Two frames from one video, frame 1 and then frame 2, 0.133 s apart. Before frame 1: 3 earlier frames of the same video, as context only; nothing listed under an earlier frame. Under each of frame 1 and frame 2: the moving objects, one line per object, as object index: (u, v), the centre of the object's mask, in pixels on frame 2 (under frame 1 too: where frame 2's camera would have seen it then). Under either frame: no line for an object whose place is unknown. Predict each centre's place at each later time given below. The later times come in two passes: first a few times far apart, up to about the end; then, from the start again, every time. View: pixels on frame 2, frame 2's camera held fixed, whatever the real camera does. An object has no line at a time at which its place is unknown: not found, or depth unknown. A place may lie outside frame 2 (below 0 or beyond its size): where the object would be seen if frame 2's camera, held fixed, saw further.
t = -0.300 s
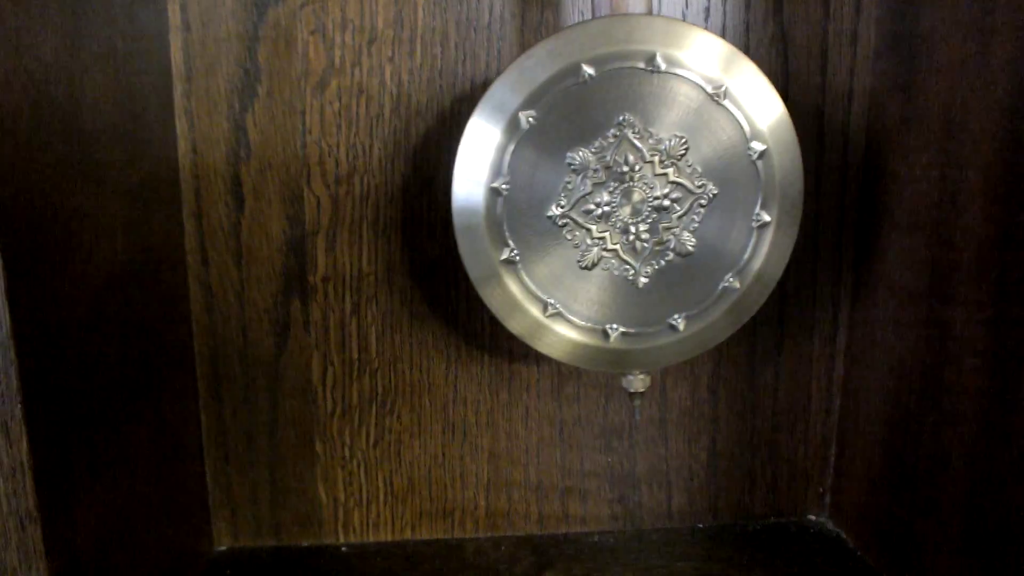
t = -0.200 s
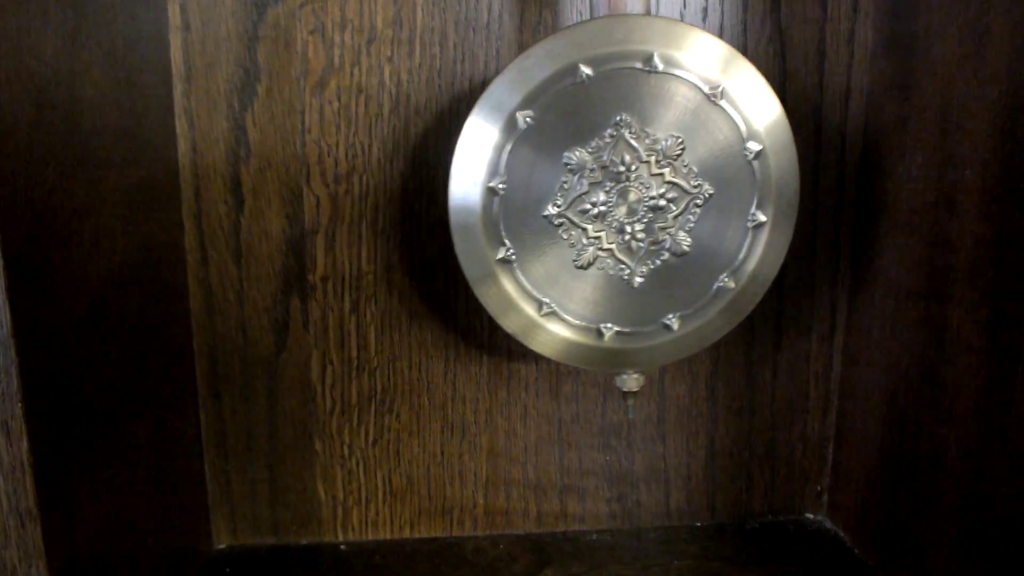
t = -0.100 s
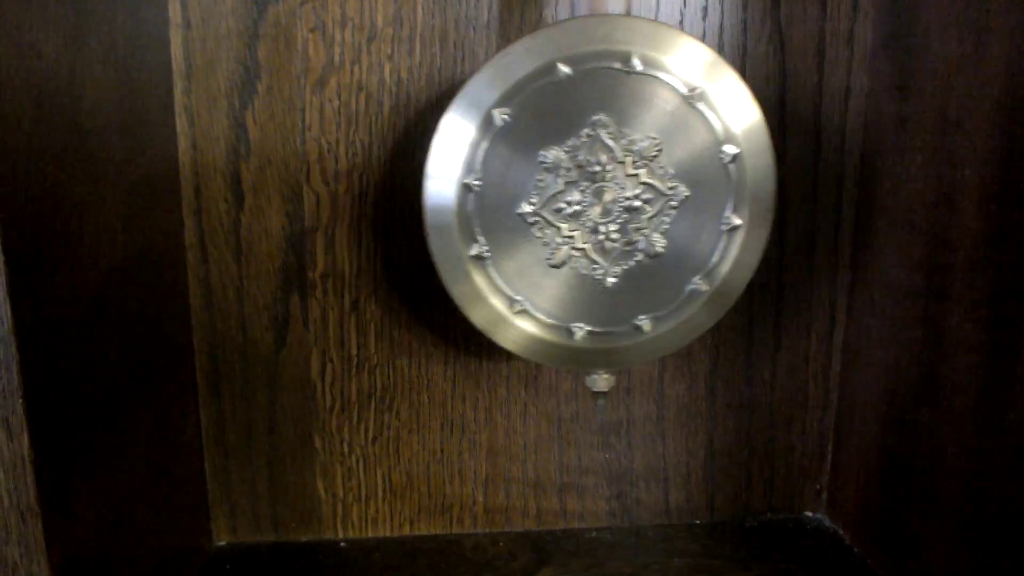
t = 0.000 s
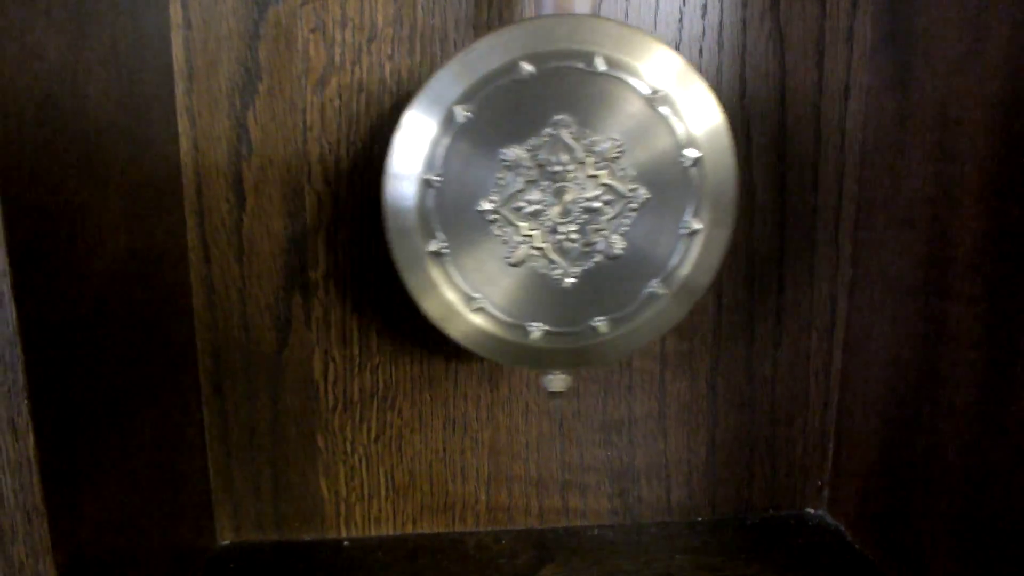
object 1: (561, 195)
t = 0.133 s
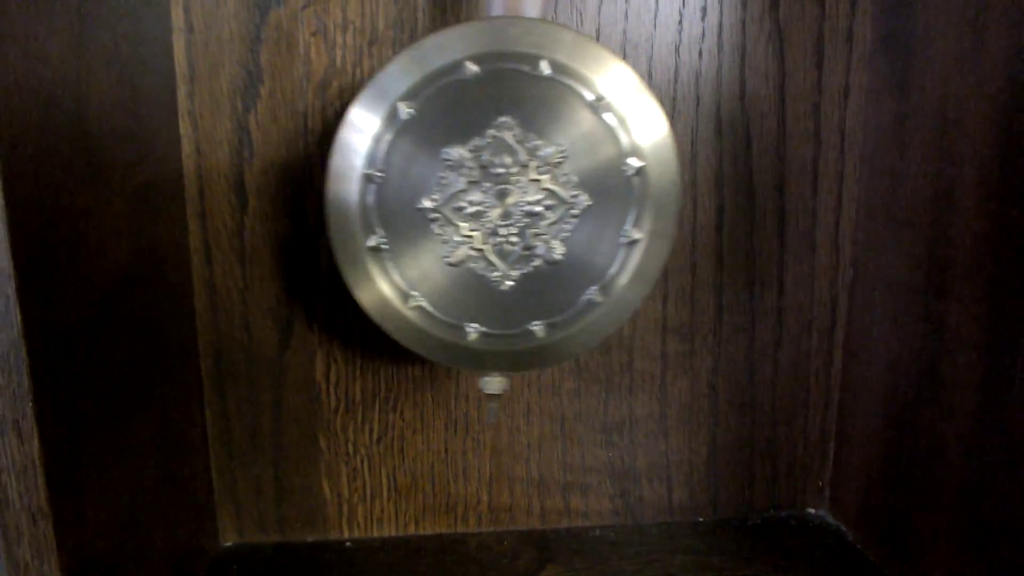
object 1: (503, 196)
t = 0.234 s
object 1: (471, 193)
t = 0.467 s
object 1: (482, 194)
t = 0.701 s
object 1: (578, 195)
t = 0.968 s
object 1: (626, 193)
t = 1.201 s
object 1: (551, 196)
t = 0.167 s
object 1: (490, 194)
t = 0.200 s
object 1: (480, 194)
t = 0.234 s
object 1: (471, 193)
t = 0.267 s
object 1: (465, 192)
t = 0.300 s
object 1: (461, 192)
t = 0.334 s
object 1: (460, 192)
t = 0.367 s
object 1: (462, 193)
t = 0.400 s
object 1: (466, 193)
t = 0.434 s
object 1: (472, 193)
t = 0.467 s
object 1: (482, 194)
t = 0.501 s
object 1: (492, 194)
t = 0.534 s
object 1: (505, 194)
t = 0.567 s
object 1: (519, 195)
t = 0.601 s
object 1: (534, 195)
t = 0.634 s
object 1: (549, 195)
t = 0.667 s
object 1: (564, 195)
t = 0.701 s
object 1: (578, 195)
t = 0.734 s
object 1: (591, 195)
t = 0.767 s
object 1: (602, 194)
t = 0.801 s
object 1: (612, 192)
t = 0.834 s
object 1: (620, 192)
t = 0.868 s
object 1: (625, 191)
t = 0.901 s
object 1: (628, 192)
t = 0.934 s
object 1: (629, 192)
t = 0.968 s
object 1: (626, 193)
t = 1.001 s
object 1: (621, 193)
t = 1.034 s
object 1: (614, 194)
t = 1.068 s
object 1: (605, 194)
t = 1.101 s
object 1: (593, 195)
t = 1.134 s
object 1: (580, 196)
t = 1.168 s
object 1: (566, 195)
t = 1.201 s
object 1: (551, 196)
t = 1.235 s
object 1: (537, 196)
